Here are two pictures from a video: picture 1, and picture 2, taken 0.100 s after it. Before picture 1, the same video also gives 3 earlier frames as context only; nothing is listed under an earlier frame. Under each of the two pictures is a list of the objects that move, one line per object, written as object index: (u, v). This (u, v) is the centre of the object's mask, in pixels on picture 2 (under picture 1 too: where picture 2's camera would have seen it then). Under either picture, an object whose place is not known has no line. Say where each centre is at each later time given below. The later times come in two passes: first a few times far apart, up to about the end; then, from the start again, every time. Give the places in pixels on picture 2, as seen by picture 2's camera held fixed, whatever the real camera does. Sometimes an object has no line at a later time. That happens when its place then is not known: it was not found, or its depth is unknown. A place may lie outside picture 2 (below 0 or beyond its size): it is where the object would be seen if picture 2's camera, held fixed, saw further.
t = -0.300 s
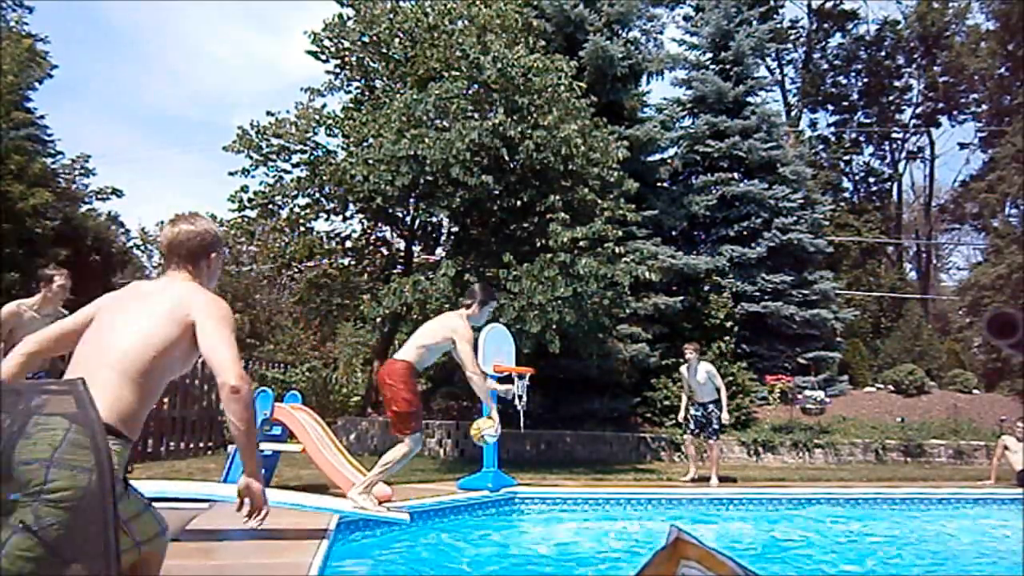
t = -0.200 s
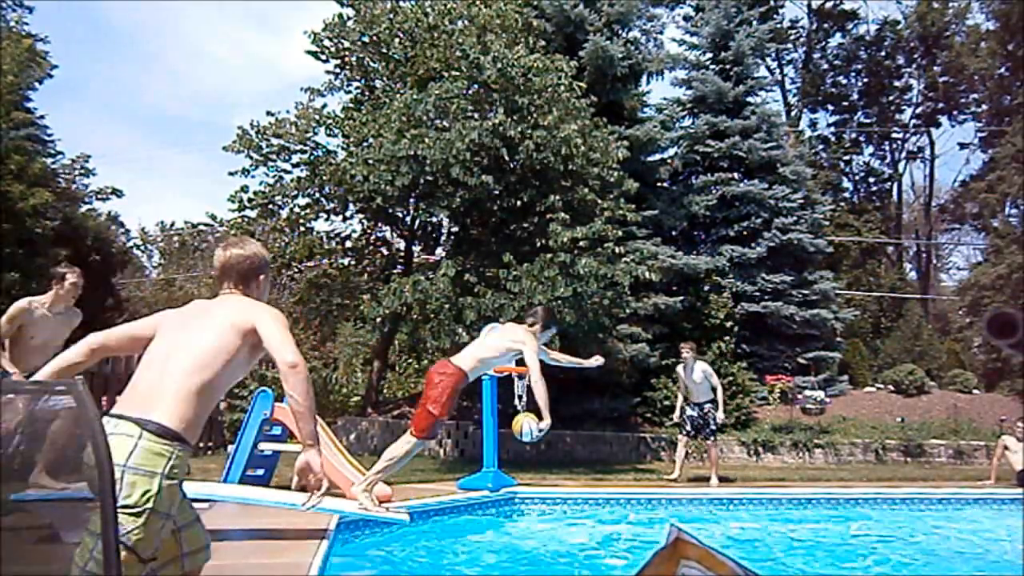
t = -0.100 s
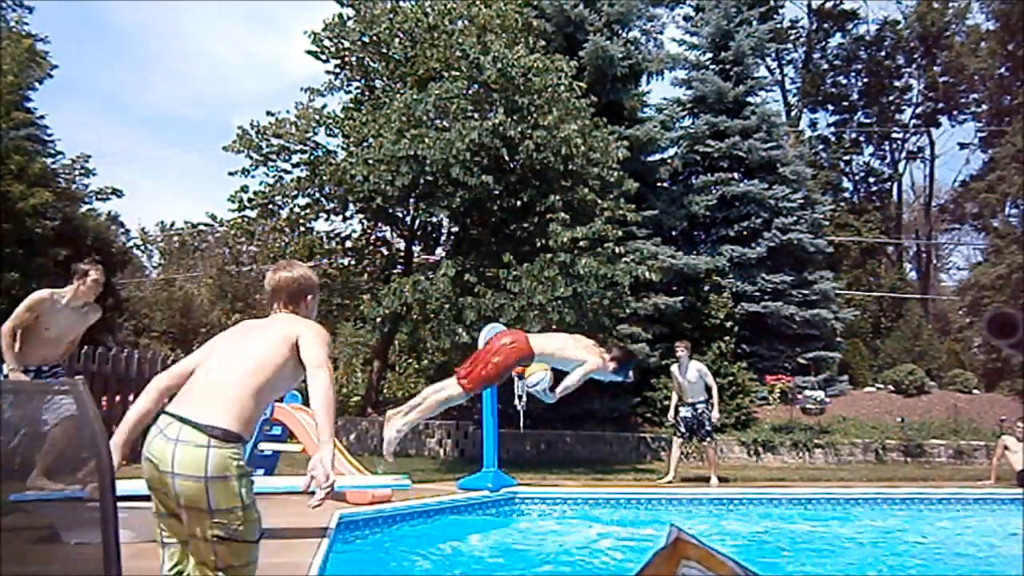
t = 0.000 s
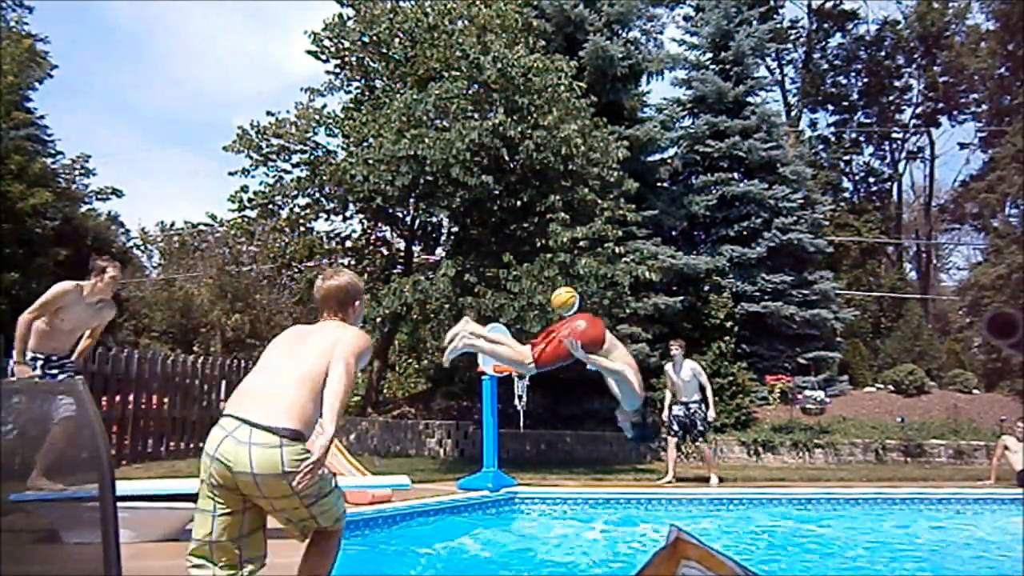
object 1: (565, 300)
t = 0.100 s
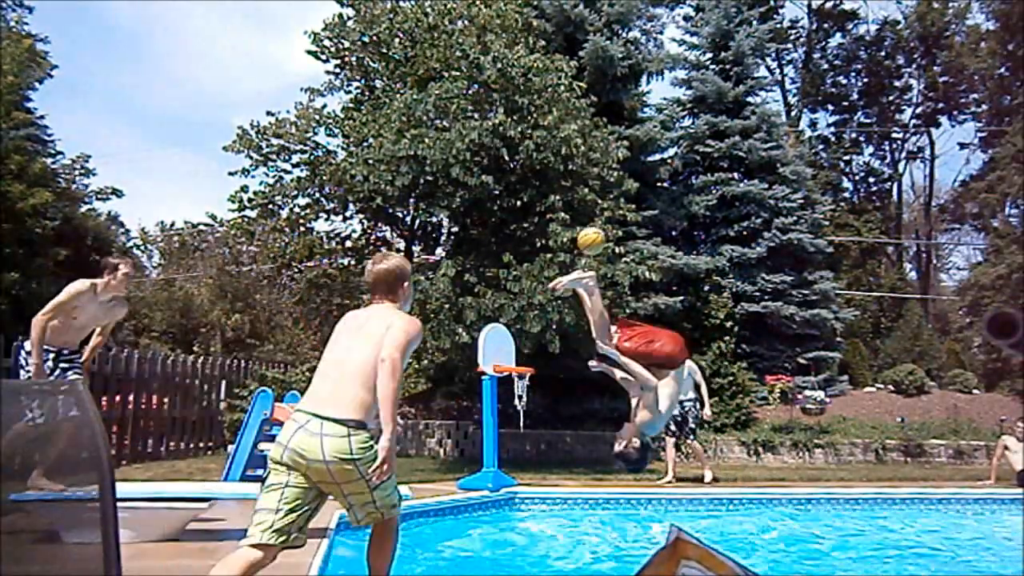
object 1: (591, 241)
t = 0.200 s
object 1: (616, 197)
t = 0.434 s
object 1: (675, 158)
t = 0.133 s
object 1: (600, 224)
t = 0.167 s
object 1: (608, 209)
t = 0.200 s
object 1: (616, 197)
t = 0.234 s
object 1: (625, 187)
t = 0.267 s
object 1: (633, 178)
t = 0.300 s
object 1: (641, 171)
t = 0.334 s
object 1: (651, 166)
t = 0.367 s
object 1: (659, 161)
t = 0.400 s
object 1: (667, 159)
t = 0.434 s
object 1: (675, 158)
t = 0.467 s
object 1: (683, 158)
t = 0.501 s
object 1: (691, 161)
